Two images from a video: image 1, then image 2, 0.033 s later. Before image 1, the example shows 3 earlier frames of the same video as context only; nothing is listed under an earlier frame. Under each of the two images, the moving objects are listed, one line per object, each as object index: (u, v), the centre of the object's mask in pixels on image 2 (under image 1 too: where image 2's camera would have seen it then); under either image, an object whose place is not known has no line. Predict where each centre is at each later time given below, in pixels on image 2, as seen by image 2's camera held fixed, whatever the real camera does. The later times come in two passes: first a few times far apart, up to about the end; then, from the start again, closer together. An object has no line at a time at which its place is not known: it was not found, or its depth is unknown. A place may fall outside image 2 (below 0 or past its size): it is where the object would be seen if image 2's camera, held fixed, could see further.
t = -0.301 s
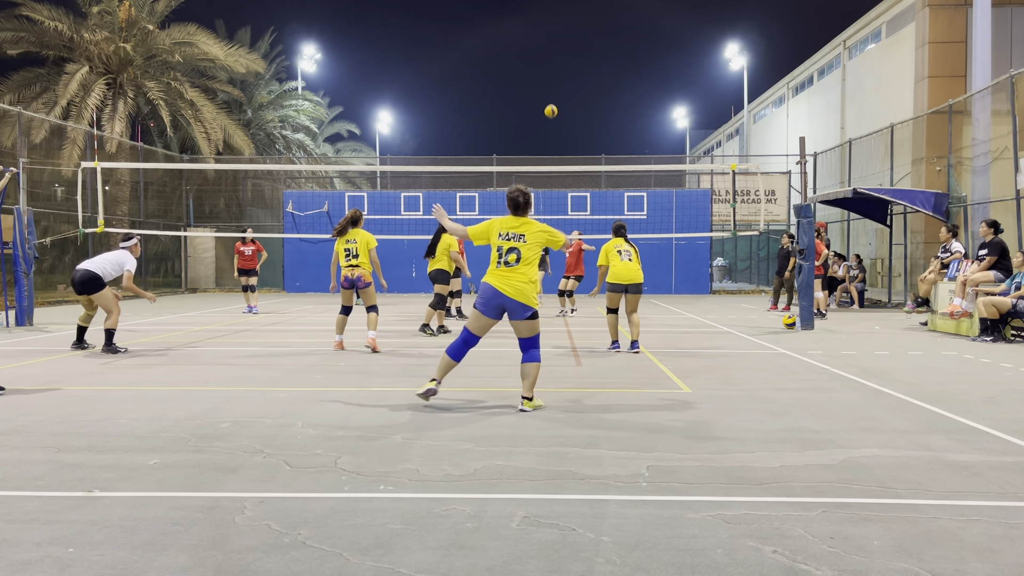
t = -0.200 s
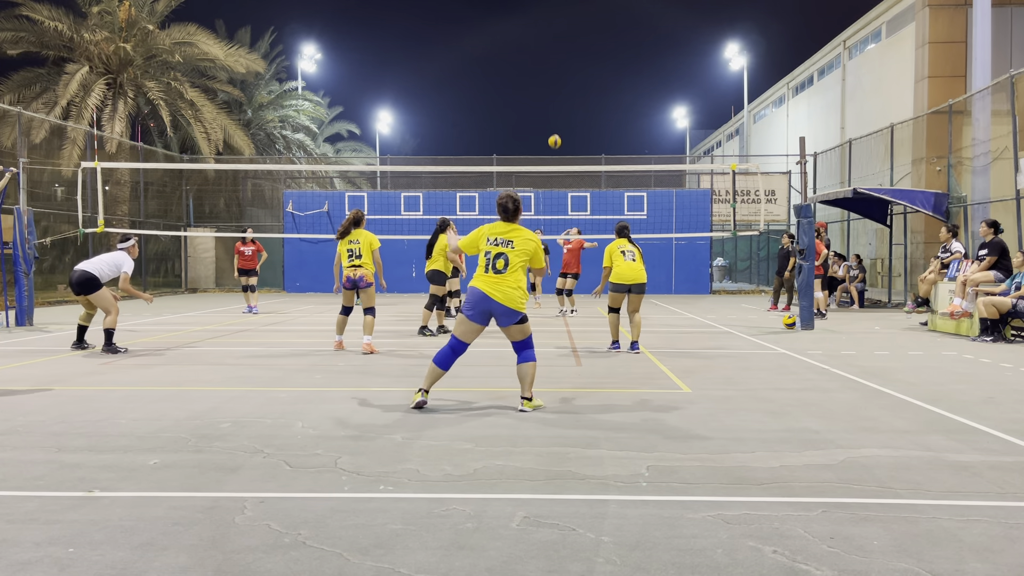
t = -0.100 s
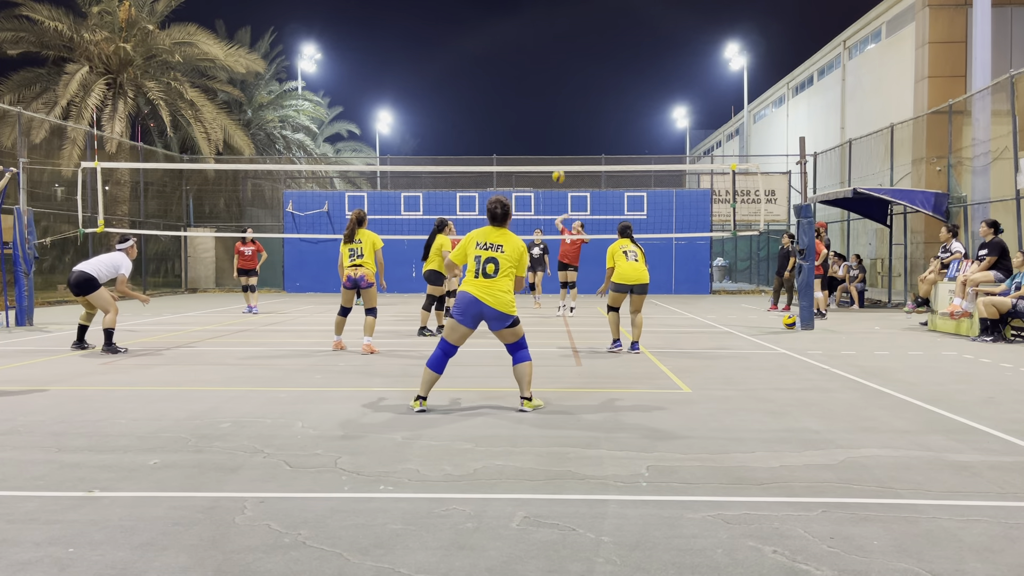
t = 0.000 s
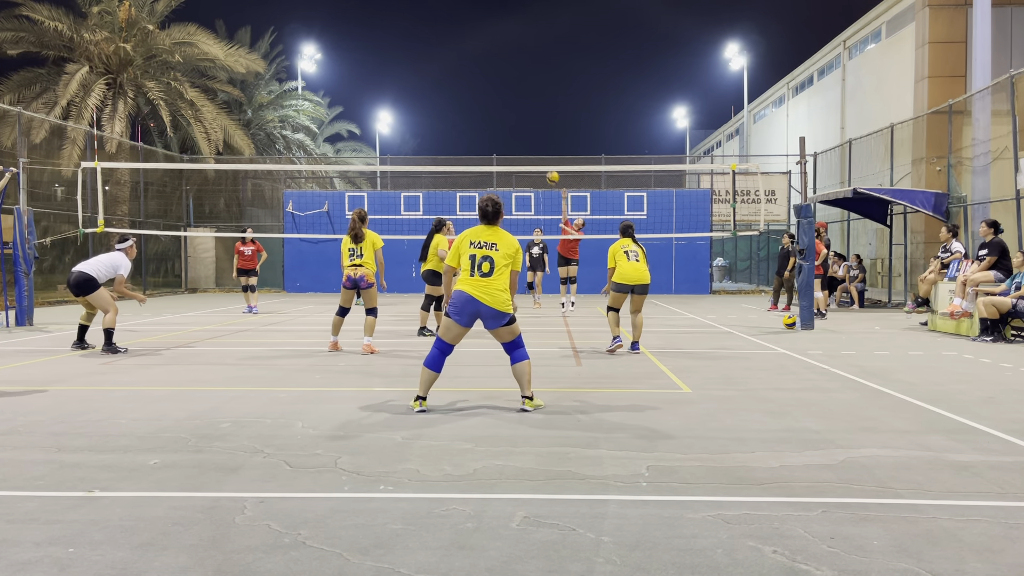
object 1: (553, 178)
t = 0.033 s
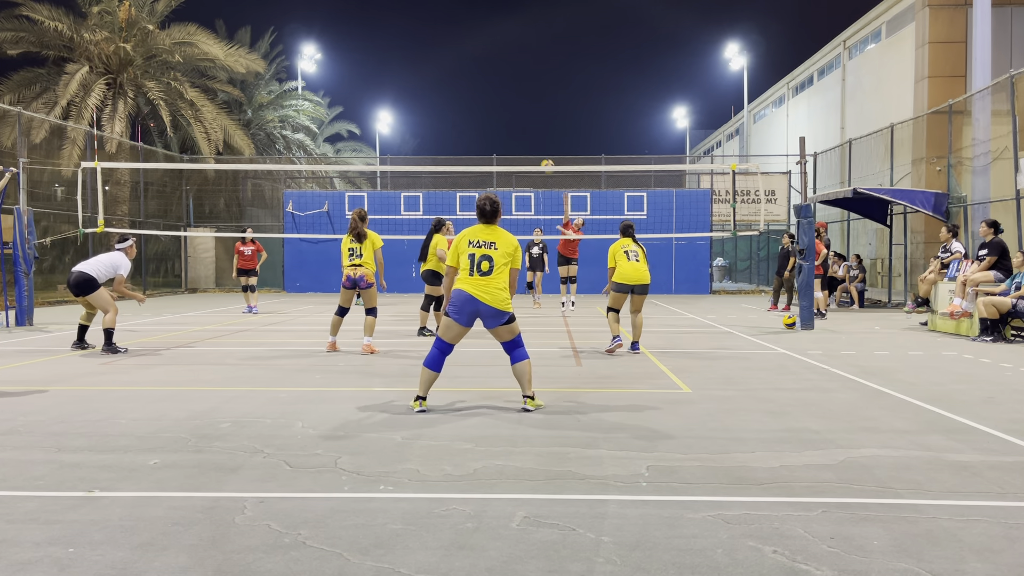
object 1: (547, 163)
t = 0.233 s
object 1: (511, 105)
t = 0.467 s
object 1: (458, 55)
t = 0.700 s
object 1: (388, 43)
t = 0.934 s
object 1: (293, 90)
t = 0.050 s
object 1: (544, 160)
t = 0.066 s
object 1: (542, 155)
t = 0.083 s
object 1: (539, 150)
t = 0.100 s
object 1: (536, 144)
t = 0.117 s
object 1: (533, 139)
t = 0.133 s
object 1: (530, 134)
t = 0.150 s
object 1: (527, 129)
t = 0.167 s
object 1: (524, 124)
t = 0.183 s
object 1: (521, 119)
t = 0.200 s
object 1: (517, 114)
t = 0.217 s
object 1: (514, 109)
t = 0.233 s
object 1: (511, 105)
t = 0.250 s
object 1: (508, 100)
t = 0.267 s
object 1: (504, 96)
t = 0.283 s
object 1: (501, 92)
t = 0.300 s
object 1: (497, 88)
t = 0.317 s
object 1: (494, 84)
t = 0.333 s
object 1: (490, 80)
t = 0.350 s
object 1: (486, 76)
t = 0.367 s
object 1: (482, 73)
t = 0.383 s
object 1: (478, 70)
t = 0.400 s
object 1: (474, 66)
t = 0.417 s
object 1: (470, 63)
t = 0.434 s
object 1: (466, 60)
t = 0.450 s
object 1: (462, 58)
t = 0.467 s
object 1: (458, 55)
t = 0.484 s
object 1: (454, 53)
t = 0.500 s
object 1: (449, 51)
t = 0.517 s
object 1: (445, 49)
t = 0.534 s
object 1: (440, 47)
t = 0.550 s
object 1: (435, 45)
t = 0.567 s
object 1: (431, 44)
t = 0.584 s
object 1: (426, 43)
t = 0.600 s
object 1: (420, 42)
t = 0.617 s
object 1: (415, 42)
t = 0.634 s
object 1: (410, 41)
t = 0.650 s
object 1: (405, 41)
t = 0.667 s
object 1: (399, 42)
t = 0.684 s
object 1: (394, 42)
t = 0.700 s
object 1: (388, 43)
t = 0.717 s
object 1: (382, 44)
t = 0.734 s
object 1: (376, 45)
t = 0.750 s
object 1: (370, 47)
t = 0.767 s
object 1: (364, 49)
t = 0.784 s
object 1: (358, 51)
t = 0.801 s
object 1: (351, 54)
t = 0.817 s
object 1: (344, 57)
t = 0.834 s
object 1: (338, 60)
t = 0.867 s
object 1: (325, 68)
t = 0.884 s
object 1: (317, 74)
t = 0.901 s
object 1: (309, 79)
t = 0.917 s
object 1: (301, 84)
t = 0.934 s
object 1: (293, 90)
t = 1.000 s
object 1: (259, 119)
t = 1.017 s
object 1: (250, 129)
